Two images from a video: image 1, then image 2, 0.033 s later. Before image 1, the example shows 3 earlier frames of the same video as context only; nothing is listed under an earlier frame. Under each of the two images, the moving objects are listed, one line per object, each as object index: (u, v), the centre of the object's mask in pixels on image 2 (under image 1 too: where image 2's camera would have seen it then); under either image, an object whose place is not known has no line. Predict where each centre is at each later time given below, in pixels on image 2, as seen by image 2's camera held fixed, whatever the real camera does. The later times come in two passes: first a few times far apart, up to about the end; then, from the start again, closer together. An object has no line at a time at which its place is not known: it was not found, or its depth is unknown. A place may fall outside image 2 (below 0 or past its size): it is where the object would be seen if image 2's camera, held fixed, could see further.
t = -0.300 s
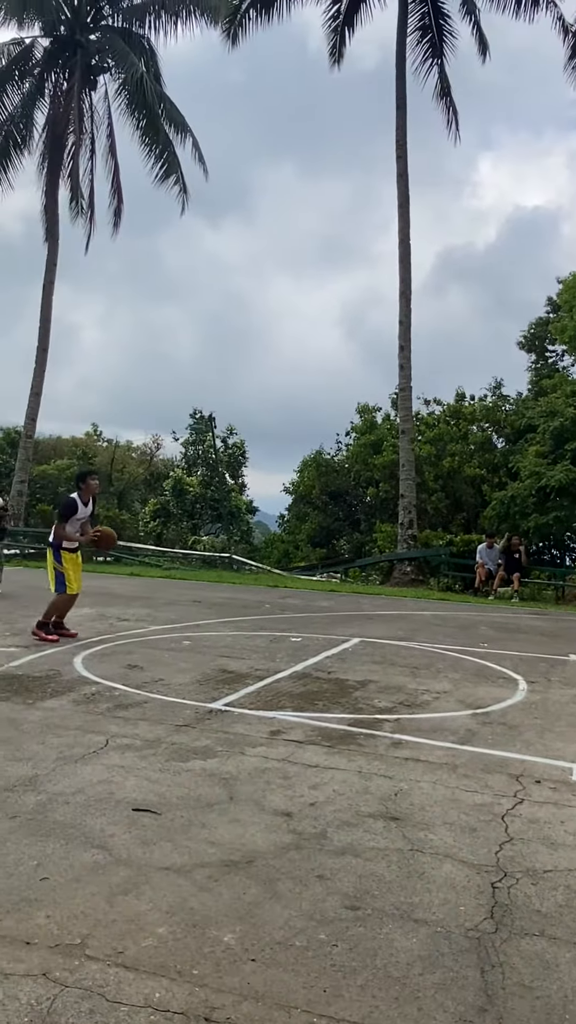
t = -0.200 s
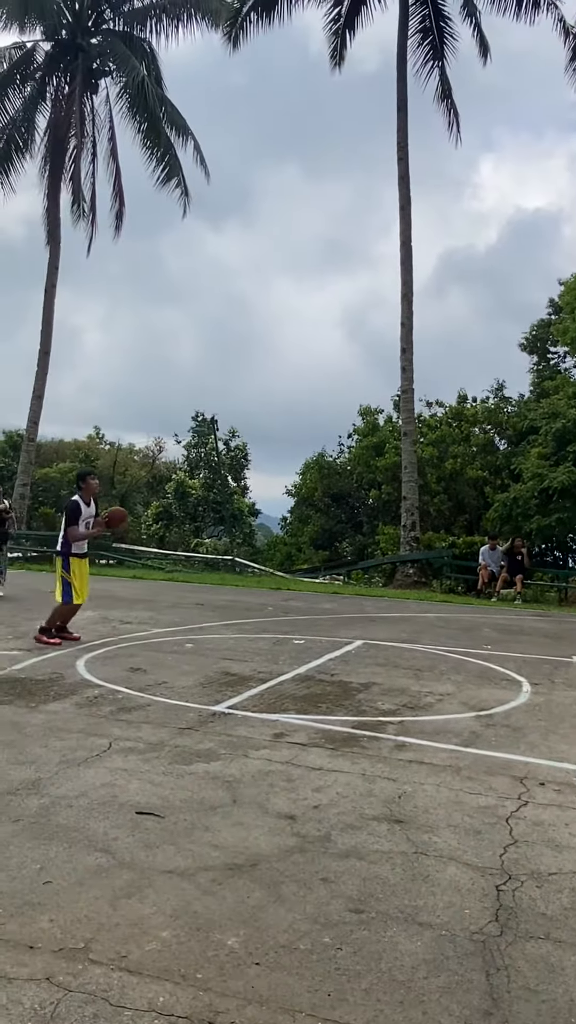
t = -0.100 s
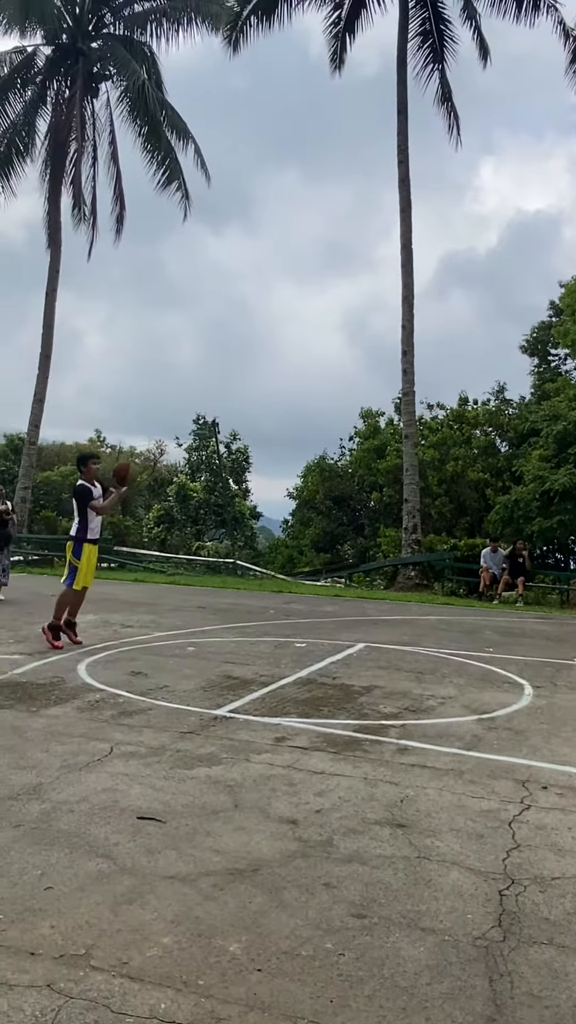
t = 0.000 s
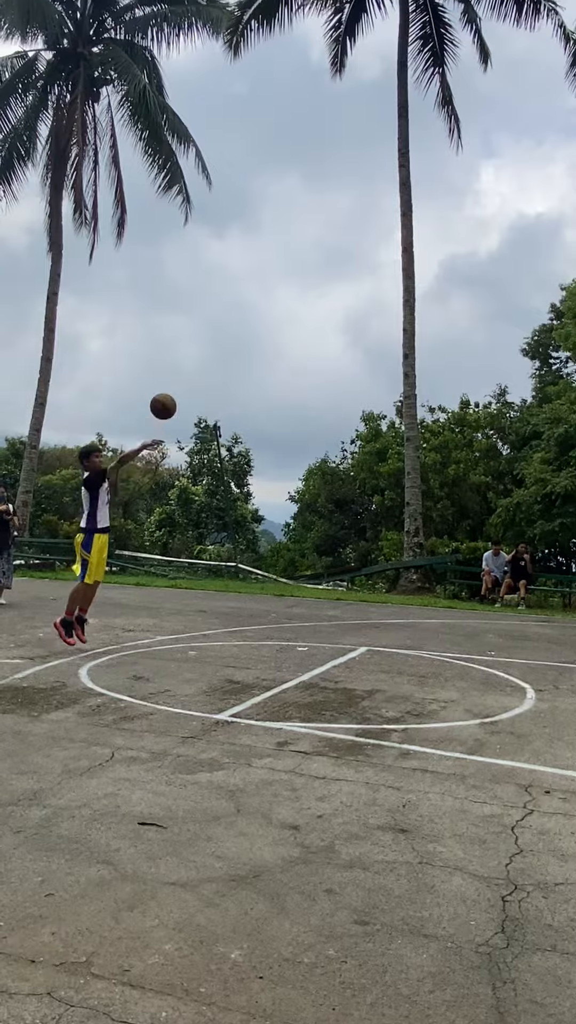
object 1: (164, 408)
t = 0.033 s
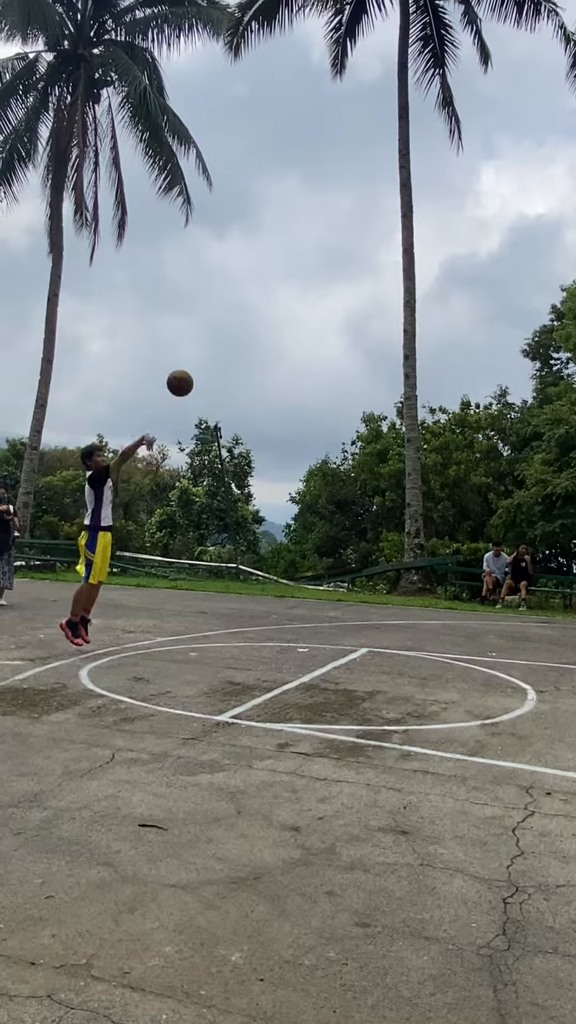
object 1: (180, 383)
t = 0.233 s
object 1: (280, 258)
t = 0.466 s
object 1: (401, 157)
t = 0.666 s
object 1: (512, 115)
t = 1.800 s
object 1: (455, 408)
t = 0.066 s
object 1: (196, 360)
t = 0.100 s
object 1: (213, 337)
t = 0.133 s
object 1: (229, 316)
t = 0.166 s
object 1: (246, 296)
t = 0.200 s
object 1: (263, 276)
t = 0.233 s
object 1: (280, 258)
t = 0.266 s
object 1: (297, 240)
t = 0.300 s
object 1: (314, 223)
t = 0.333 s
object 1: (331, 208)
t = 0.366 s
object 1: (348, 193)
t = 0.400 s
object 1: (366, 180)
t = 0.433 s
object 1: (383, 168)
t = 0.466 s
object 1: (401, 157)
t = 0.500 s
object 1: (419, 146)
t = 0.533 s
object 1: (437, 138)
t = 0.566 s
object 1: (456, 131)
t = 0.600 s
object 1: (475, 124)
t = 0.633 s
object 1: (493, 119)
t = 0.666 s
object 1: (512, 115)
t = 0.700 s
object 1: (531, 113)
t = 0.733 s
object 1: (549, 112)
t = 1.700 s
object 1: (528, 356)
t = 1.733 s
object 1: (504, 371)
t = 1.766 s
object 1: (479, 389)
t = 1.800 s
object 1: (455, 408)
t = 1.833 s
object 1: (432, 427)
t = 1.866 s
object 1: (407, 450)
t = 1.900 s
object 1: (382, 473)
